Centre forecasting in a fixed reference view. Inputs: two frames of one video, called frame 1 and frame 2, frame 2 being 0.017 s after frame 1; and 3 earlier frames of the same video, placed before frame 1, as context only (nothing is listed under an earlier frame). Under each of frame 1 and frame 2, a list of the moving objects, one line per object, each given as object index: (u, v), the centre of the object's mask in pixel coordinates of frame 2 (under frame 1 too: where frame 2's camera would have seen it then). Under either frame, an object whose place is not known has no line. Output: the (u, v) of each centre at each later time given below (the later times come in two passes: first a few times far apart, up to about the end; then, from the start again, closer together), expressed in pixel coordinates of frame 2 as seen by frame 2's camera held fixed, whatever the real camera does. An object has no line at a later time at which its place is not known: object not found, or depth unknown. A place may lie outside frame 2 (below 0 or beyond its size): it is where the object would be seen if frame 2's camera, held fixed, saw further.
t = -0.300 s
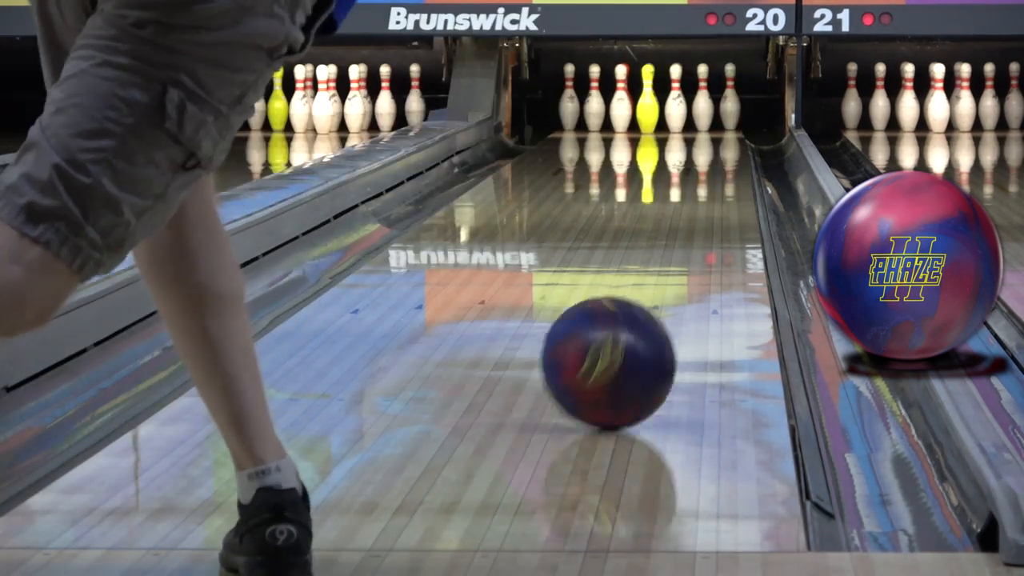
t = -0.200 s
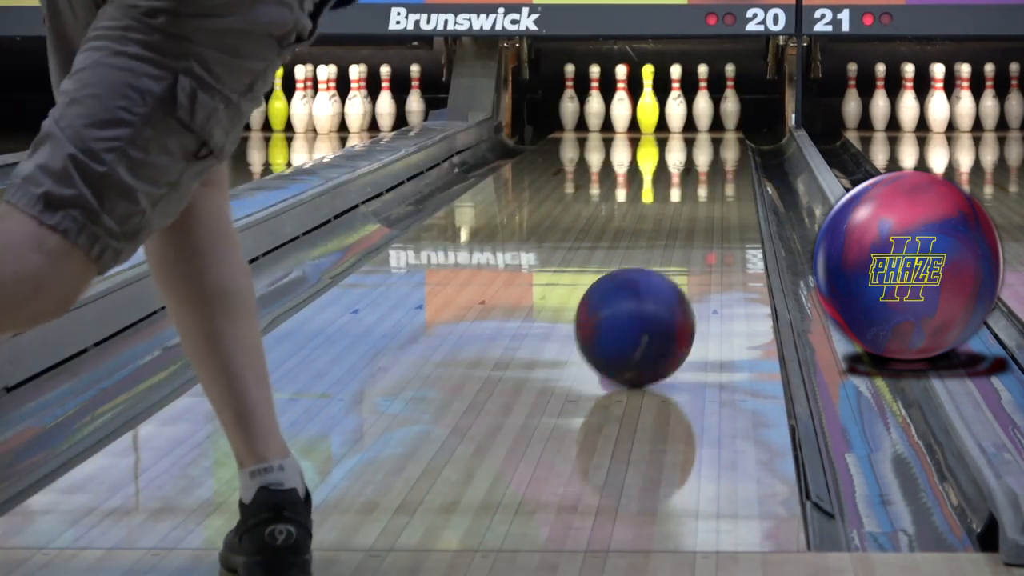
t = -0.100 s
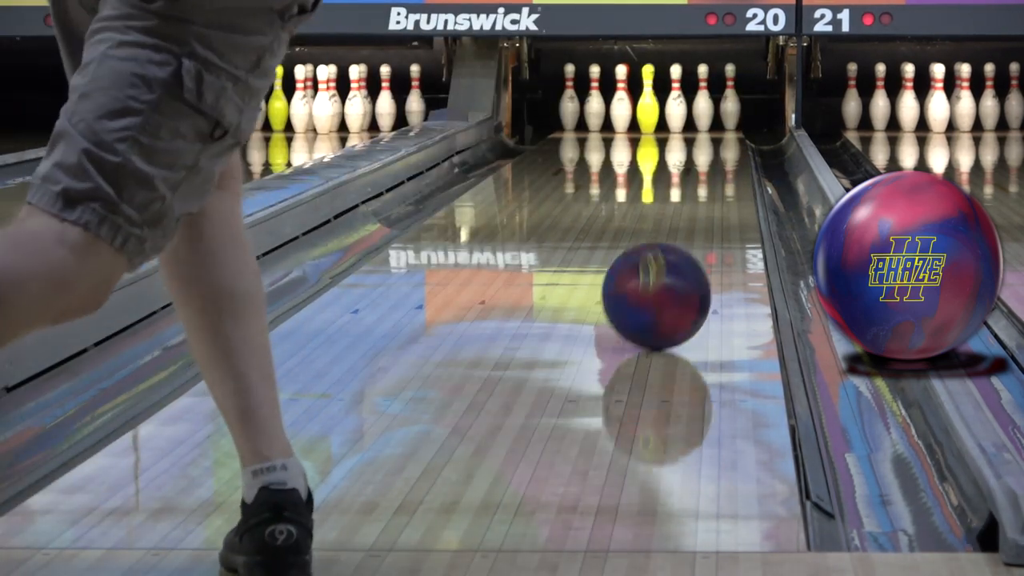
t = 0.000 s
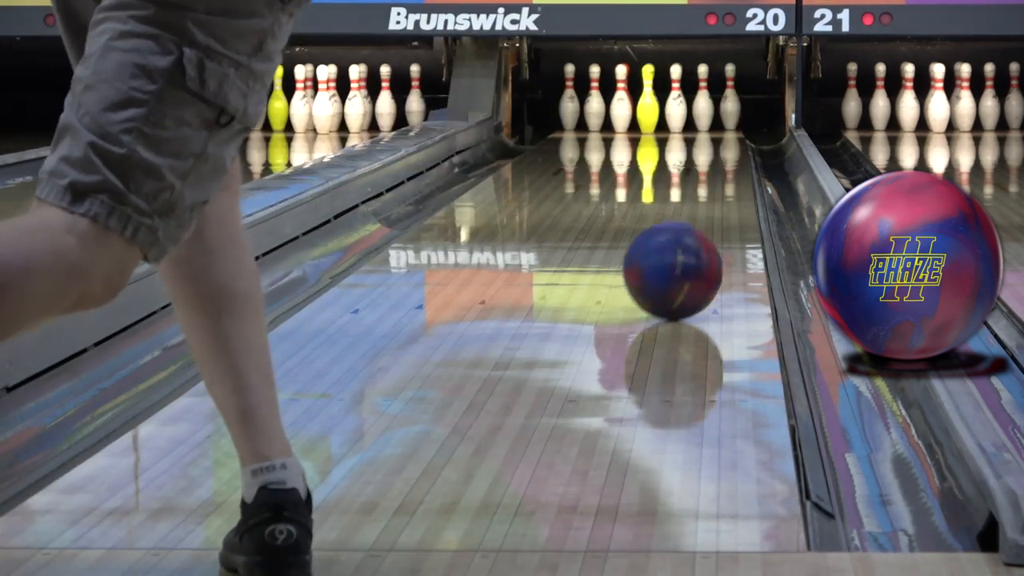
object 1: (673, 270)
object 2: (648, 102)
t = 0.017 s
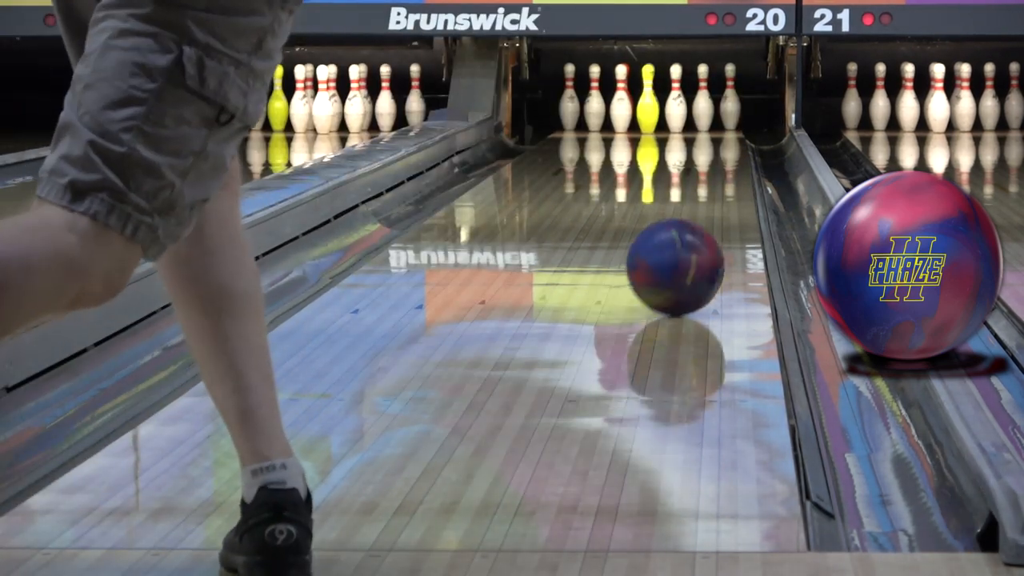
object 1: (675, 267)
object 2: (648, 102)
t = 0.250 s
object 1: (701, 224)
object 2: (648, 102)
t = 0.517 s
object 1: (718, 189)
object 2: (648, 102)
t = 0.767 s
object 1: (724, 166)
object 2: (648, 102)
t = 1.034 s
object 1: (725, 149)
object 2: (648, 102)
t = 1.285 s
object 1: (719, 135)
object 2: (648, 102)
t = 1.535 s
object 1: (702, 125)
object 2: (648, 102)
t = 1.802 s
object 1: (674, 117)
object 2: (647, 101)
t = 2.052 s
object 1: (677, 112)
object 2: (558, 113)
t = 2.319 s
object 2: (551, 109)
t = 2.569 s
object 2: (542, 122)
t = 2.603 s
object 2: (539, 124)
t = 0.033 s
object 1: (677, 263)
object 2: (648, 102)
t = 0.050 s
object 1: (680, 259)
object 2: (648, 102)
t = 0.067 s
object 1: (682, 256)
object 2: (648, 102)
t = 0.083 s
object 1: (684, 252)
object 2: (648, 102)
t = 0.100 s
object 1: (686, 249)
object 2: (648, 102)
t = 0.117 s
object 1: (688, 246)
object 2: (648, 102)
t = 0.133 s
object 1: (690, 243)
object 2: (648, 102)
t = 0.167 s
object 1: (693, 238)
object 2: (648, 102)
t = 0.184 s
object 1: (695, 235)
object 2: (648, 102)
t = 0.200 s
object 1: (696, 232)
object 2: (648, 102)
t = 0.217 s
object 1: (698, 229)
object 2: (648, 102)
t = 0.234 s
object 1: (699, 227)
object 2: (648, 102)
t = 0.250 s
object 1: (701, 224)
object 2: (648, 102)
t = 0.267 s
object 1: (702, 222)
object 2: (648, 102)
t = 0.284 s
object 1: (704, 219)
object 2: (648, 102)
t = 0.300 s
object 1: (705, 216)
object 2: (648, 102)
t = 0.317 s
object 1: (706, 214)
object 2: (648, 102)
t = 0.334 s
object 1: (707, 212)
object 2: (648, 102)
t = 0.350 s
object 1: (708, 209)
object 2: (648, 102)
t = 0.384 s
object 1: (710, 205)
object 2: (648, 102)
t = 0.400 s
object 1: (712, 203)
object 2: (648, 102)
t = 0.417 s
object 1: (713, 201)
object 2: (648, 102)
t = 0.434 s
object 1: (714, 199)
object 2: (648, 102)
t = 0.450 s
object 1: (715, 197)
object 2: (648, 102)
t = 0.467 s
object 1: (716, 195)
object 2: (648, 102)
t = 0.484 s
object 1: (716, 193)
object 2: (648, 102)
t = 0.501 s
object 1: (717, 191)
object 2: (648, 102)
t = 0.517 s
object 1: (718, 189)
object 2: (648, 102)
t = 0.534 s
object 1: (718, 188)
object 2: (648, 102)
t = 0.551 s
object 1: (719, 186)
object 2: (648, 102)
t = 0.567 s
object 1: (720, 184)
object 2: (648, 102)
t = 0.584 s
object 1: (720, 182)
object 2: (648, 102)
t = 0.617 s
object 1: (721, 179)
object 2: (648, 102)
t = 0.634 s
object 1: (722, 177)
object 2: (648, 102)
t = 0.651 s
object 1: (722, 176)
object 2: (648, 102)
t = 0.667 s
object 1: (723, 174)
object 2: (648, 102)
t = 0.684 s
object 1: (723, 173)
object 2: (648, 102)
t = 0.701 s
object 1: (723, 171)
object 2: (648, 102)
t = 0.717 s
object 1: (724, 170)
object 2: (648, 102)
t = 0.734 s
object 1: (724, 169)
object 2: (648, 102)
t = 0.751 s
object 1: (724, 168)
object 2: (648, 102)
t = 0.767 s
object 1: (724, 166)
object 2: (648, 102)
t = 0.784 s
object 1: (725, 165)
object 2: (648, 102)
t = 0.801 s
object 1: (725, 164)
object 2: (648, 102)
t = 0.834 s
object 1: (724, 161)
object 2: (648, 102)
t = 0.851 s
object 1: (725, 160)
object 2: (648, 102)
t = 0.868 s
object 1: (725, 159)
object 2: (648, 102)
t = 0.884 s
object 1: (725, 158)
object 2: (648, 102)
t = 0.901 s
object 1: (725, 157)
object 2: (648, 102)
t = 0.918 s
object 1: (725, 156)
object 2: (648, 102)
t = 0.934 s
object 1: (725, 155)
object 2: (648, 102)
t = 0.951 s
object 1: (726, 154)
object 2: (648, 102)
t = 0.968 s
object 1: (726, 152)
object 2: (648, 102)
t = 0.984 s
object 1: (726, 152)
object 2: (648, 102)
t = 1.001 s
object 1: (725, 150)
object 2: (648, 102)
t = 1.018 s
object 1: (724, 149)
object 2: (648, 102)
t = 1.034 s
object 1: (725, 149)
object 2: (648, 102)
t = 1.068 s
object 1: (725, 147)
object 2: (648, 102)
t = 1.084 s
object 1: (725, 145)
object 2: (648, 102)
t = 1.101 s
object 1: (725, 145)
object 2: (648, 102)
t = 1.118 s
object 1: (724, 144)
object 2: (648, 102)
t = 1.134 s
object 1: (724, 143)
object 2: (648, 102)
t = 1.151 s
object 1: (723, 142)
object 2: (648, 102)
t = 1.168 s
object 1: (723, 141)
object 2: (648, 102)
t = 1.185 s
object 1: (723, 140)
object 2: (648, 102)
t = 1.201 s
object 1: (722, 139)
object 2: (648, 102)
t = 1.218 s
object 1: (722, 139)
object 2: (648, 102)
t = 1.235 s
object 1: (721, 138)
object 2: (648, 102)
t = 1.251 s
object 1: (721, 137)
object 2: (648, 102)
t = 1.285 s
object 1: (719, 135)
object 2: (648, 102)
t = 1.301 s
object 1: (718, 135)
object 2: (648, 102)
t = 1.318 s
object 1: (717, 134)
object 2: (648, 102)
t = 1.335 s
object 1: (716, 133)
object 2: (648, 102)
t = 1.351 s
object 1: (715, 132)
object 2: (648, 102)
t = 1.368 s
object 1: (715, 132)
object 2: (648, 102)
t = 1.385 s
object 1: (713, 131)
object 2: (648, 102)
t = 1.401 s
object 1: (712, 130)
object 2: (648, 102)
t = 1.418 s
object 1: (711, 130)
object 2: (648, 102)
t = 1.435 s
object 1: (710, 129)
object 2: (648, 102)
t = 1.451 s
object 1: (709, 128)
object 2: (648, 102)
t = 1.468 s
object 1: (708, 128)
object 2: (648, 102)
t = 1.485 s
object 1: (707, 127)
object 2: (648, 102)
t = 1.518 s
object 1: (703, 126)
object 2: (648, 102)
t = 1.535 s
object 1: (702, 125)
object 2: (648, 102)
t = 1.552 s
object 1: (701, 125)
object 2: (648, 102)
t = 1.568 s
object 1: (699, 124)
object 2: (648, 102)
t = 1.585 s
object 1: (697, 124)
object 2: (648, 102)
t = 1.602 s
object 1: (696, 123)
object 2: (648, 102)
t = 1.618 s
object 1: (694, 122)
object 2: (648, 102)
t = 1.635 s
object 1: (692, 122)
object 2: (648, 102)
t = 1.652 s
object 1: (690, 122)
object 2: (648, 102)
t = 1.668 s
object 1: (688, 121)
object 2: (648, 102)
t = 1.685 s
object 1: (686, 121)
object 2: (648, 102)
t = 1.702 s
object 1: (685, 120)
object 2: (648, 102)
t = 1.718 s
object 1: (683, 120)
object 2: (648, 102)
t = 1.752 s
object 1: (680, 119)
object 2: (648, 102)
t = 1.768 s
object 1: (678, 118)
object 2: (648, 102)
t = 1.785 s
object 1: (676, 117)
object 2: (647, 102)
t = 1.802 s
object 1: (674, 117)
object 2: (647, 101)
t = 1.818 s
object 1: (673, 117)
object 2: (647, 101)
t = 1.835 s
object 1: (672, 116)
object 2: (647, 100)
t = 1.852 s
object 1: (670, 116)
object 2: (646, 100)
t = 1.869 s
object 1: (669, 115)
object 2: (646, 99)
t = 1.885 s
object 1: (667, 115)
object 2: (643, 101)
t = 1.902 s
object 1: (668, 114)
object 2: (636, 101)
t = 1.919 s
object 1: (670, 114)
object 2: (624, 102)
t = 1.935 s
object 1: (671, 114)
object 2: (616, 102)
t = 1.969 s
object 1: (671, 113)
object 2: (599, 107)
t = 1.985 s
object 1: (672, 112)
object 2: (592, 112)
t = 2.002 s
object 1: (672, 112)
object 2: (585, 116)
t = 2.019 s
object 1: (673, 113)
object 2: (575, 116)
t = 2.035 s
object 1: (674, 112)
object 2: (567, 114)
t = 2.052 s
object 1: (677, 112)
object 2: (558, 113)
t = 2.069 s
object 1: (679, 111)
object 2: (549, 114)
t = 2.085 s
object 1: (681, 111)
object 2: (542, 111)
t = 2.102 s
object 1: (683, 111)
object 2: (534, 110)
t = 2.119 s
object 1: (686, 111)
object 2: (524, 115)
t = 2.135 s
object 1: (688, 111)
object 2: (526, 115)
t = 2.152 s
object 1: (689, 111)
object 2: (532, 114)
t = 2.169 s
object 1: (692, 110)
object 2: (538, 115)
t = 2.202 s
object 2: (547, 119)
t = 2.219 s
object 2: (550, 122)
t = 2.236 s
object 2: (551, 120)
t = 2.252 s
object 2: (551, 120)
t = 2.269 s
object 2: (551, 118)
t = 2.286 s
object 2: (551, 115)
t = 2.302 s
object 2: (551, 112)
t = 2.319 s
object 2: (551, 109)
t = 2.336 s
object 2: (551, 108)
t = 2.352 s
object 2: (552, 106)
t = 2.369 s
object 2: (552, 105)
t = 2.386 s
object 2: (552, 105)
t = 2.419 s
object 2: (552, 106)
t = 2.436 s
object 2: (552, 106)
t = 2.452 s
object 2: (552, 108)
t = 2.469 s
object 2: (552, 110)
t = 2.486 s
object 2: (552, 113)
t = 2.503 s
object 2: (552, 115)
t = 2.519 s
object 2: (551, 117)
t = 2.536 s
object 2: (548, 119)
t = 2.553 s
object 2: (544, 121)
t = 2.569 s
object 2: (542, 122)
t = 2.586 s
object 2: (539, 124)
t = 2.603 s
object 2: (539, 124)
